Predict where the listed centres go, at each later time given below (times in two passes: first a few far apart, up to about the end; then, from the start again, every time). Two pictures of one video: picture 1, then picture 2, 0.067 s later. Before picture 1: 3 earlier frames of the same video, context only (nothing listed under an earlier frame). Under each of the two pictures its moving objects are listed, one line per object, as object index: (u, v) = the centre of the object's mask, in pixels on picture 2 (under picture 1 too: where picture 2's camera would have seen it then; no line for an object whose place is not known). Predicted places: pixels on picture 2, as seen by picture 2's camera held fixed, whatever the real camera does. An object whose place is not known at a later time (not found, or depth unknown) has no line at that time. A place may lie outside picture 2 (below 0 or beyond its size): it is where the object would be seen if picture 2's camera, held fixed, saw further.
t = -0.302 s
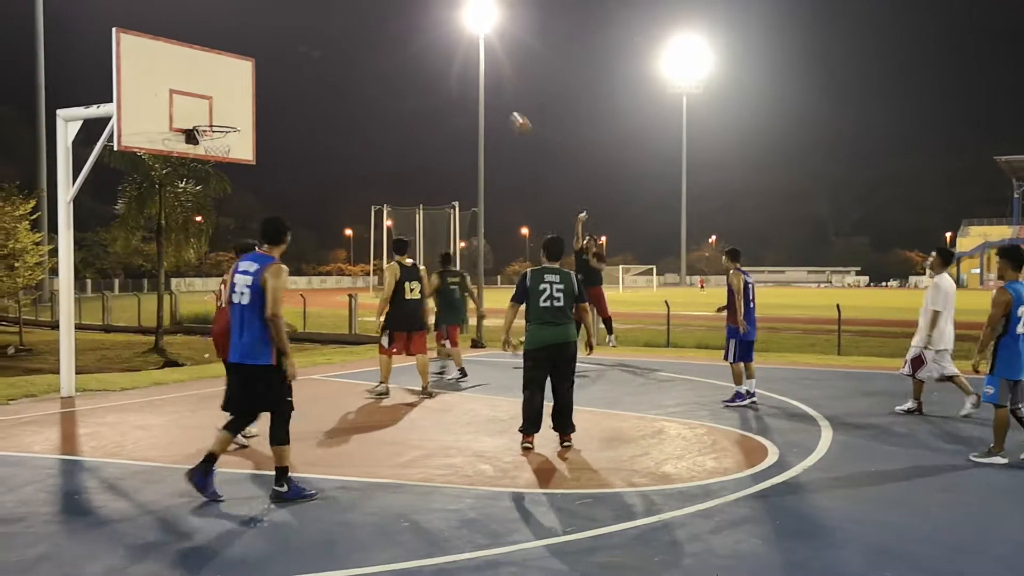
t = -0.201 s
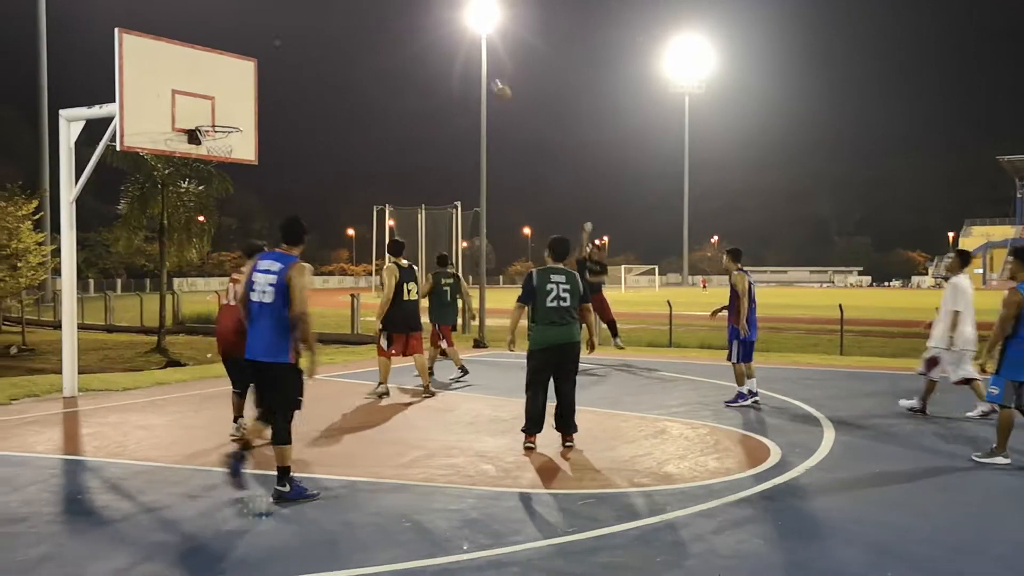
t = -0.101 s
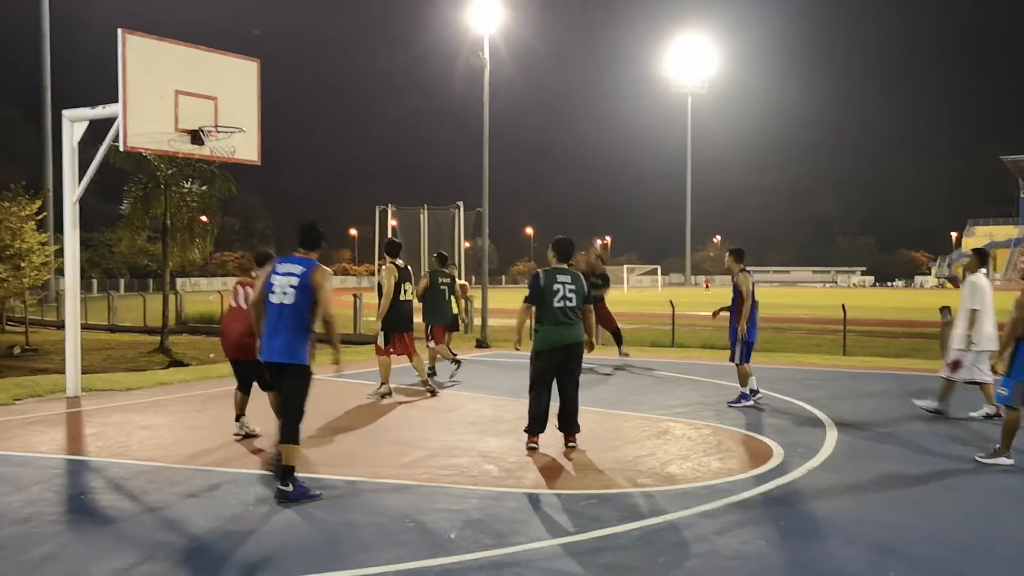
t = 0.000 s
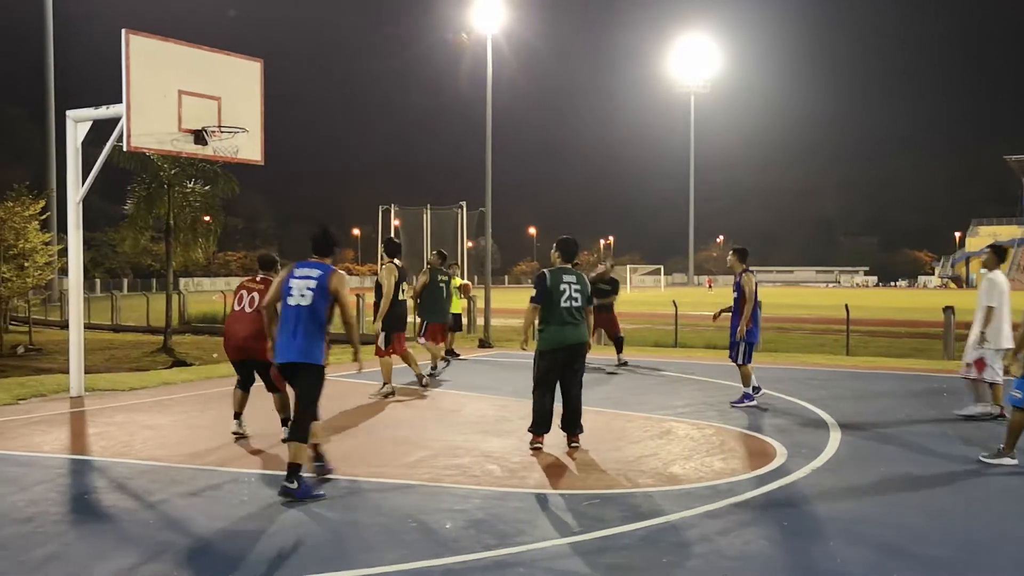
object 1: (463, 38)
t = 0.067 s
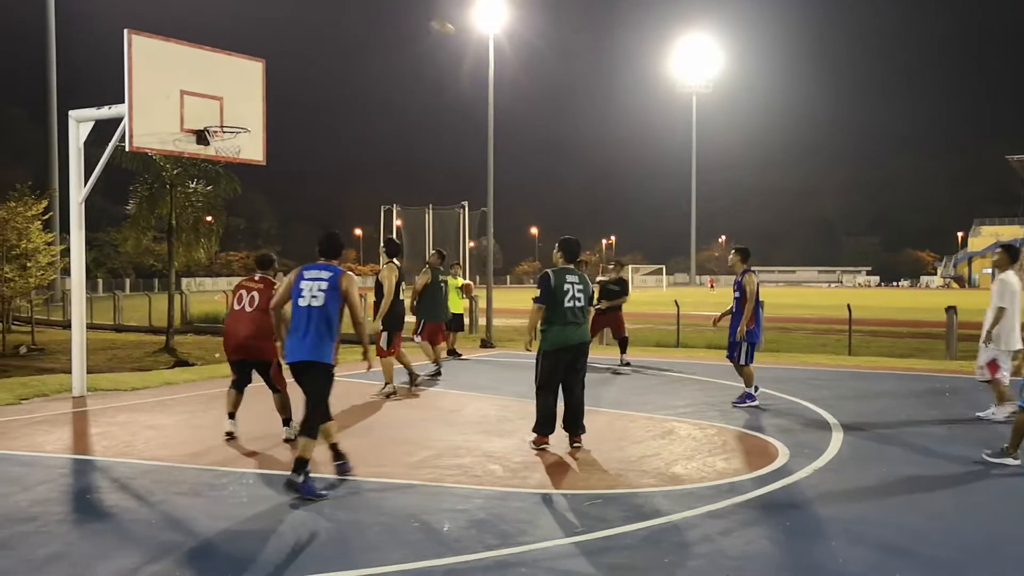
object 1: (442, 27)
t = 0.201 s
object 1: (407, 17)
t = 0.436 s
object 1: (336, 24)
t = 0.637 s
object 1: (271, 67)
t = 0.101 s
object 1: (434, 24)
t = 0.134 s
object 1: (425, 22)
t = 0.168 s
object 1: (415, 18)
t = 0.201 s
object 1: (407, 17)
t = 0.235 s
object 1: (397, 14)
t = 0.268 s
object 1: (387, 13)
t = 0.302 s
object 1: (377, 15)
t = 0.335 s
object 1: (368, 16)
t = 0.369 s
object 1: (357, 17)
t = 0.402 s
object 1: (347, 19)
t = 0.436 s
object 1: (336, 24)
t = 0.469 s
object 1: (325, 29)
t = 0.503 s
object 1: (313, 34)
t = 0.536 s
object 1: (302, 40)
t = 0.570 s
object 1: (292, 48)
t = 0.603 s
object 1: (280, 58)
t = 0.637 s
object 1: (271, 67)
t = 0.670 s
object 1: (257, 80)
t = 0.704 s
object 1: (244, 92)
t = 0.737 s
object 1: (232, 106)
